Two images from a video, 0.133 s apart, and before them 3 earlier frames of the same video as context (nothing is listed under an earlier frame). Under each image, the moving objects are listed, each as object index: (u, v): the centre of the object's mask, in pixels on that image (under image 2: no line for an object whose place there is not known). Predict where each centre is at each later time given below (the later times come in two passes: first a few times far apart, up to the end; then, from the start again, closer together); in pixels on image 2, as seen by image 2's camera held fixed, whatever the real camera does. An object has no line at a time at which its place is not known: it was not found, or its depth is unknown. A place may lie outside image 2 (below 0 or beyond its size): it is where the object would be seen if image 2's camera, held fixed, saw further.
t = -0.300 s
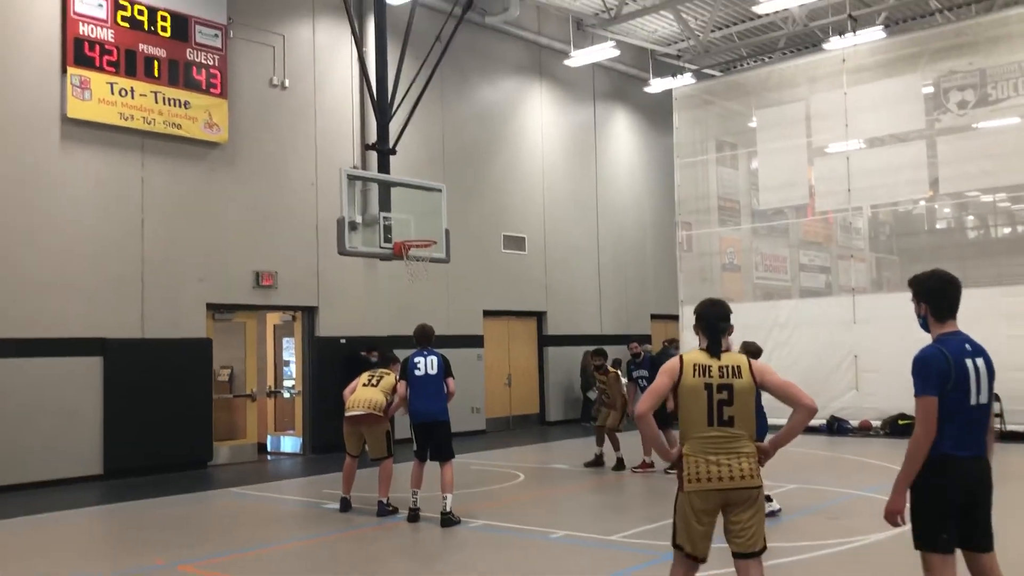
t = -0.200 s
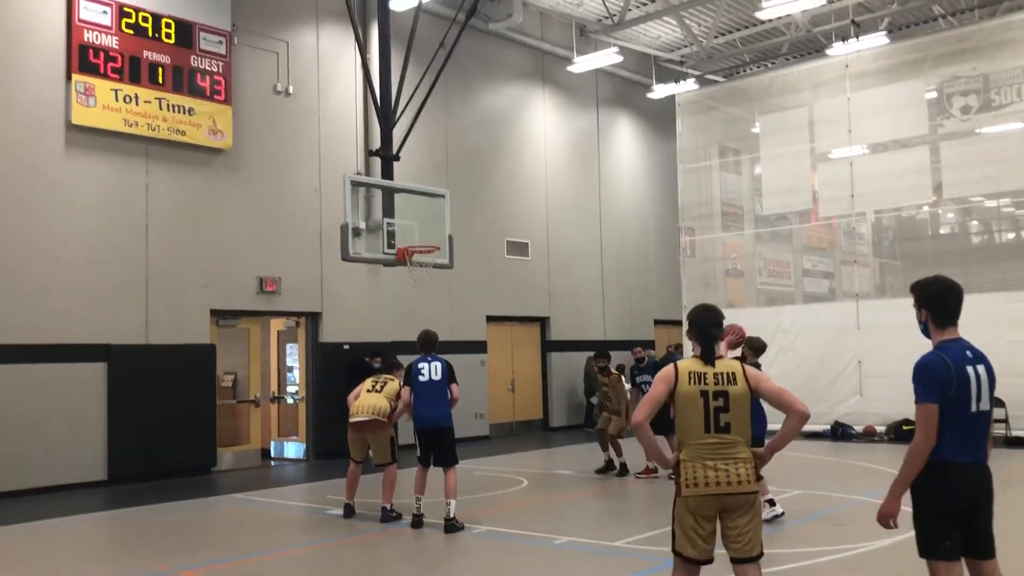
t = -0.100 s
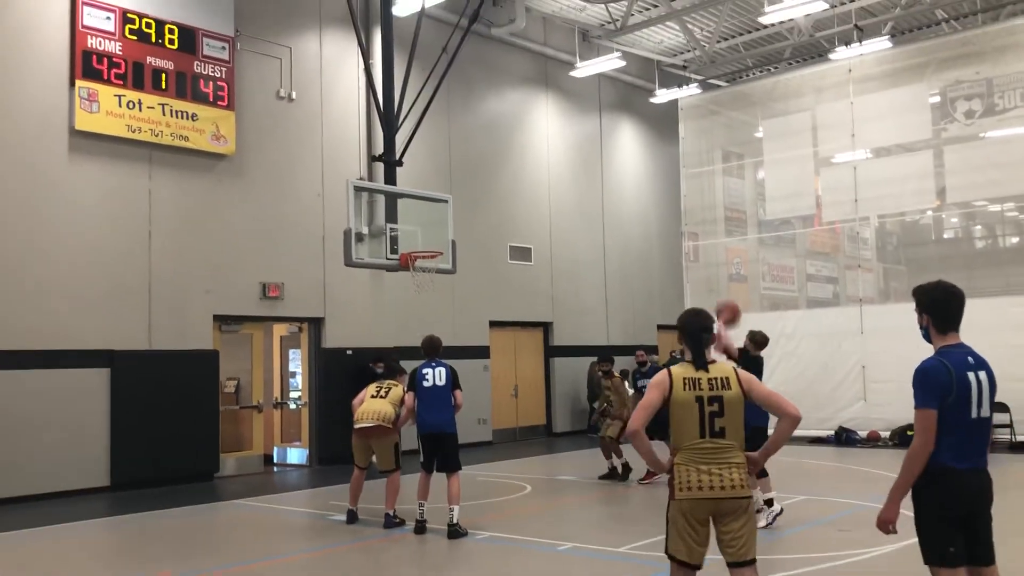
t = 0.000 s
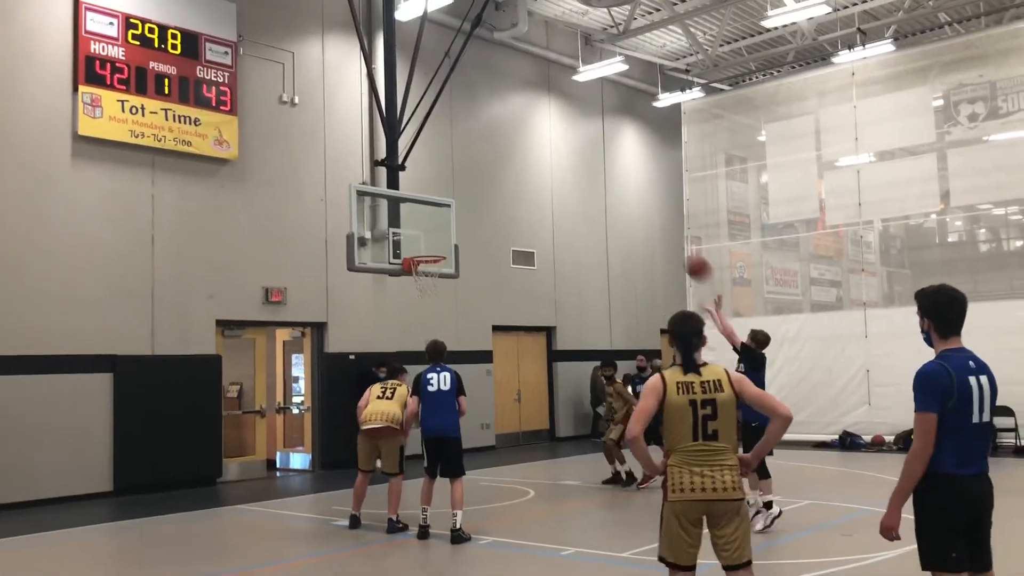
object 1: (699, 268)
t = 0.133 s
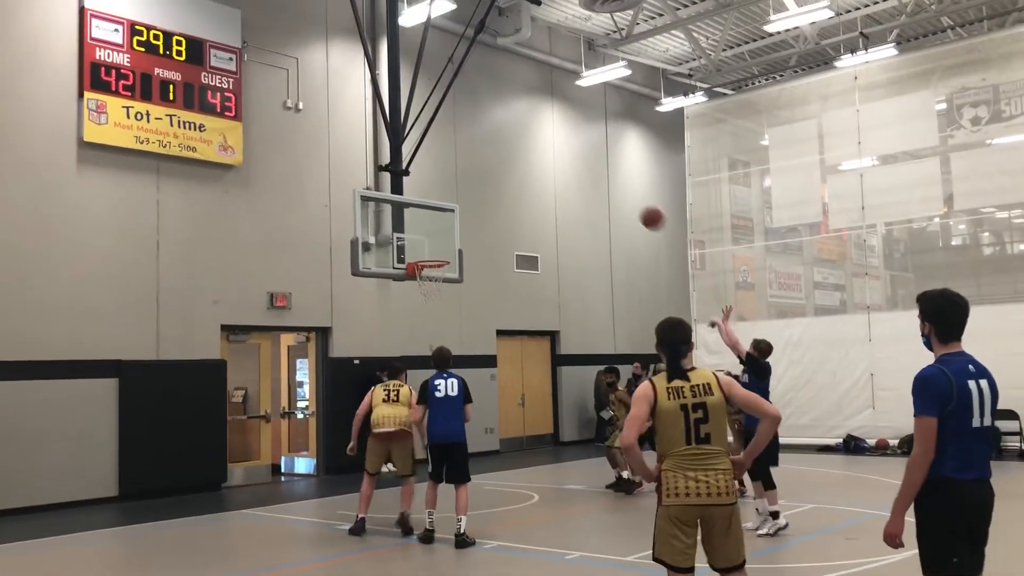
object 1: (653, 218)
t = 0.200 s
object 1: (629, 198)
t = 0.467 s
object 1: (550, 165)
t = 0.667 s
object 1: (500, 179)
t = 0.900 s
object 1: (448, 230)
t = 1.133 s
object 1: (419, 288)
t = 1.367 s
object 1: (420, 337)
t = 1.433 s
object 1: (421, 356)
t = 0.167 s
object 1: (640, 207)
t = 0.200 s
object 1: (629, 198)
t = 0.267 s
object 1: (607, 183)
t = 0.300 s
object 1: (598, 178)
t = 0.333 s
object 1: (587, 173)
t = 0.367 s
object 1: (578, 170)
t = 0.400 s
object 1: (568, 167)
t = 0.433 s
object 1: (560, 166)
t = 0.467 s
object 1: (550, 165)
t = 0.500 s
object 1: (541, 165)
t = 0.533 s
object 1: (533, 166)
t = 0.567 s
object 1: (524, 168)
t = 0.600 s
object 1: (516, 171)
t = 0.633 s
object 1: (507, 174)
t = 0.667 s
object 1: (500, 179)
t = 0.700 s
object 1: (492, 184)
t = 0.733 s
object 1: (484, 190)
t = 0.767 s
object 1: (477, 196)
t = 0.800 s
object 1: (470, 204)
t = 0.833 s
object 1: (463, 212)
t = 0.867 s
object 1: (456, 221)
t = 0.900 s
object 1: (448, 230)
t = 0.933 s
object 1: (442, 240)
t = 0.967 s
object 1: (435, 250)
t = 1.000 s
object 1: (429, 262)
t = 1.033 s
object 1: (423, 274)
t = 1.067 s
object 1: (419, 281)
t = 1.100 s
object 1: (419, 283)
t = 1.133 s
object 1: (419, 288)
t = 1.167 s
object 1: (419, 292)
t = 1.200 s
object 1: (419, 297)
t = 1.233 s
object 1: (419, 303)
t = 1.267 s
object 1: (420, 310)
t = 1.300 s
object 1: (420, 318)
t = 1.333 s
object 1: (420, 327)
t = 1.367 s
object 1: (420, 337)
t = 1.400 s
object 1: (421, 346)
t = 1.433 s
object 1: (421, 356)
